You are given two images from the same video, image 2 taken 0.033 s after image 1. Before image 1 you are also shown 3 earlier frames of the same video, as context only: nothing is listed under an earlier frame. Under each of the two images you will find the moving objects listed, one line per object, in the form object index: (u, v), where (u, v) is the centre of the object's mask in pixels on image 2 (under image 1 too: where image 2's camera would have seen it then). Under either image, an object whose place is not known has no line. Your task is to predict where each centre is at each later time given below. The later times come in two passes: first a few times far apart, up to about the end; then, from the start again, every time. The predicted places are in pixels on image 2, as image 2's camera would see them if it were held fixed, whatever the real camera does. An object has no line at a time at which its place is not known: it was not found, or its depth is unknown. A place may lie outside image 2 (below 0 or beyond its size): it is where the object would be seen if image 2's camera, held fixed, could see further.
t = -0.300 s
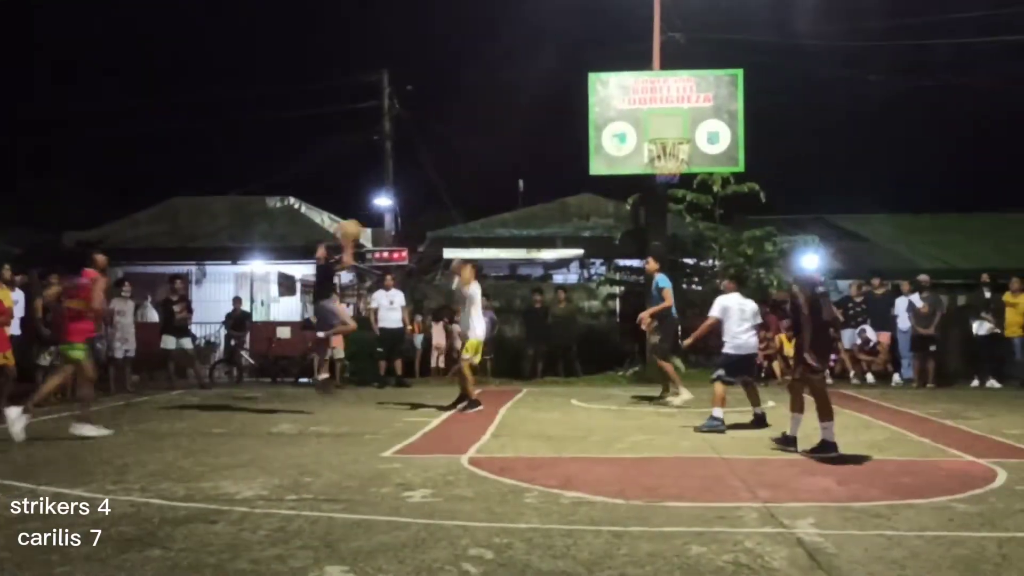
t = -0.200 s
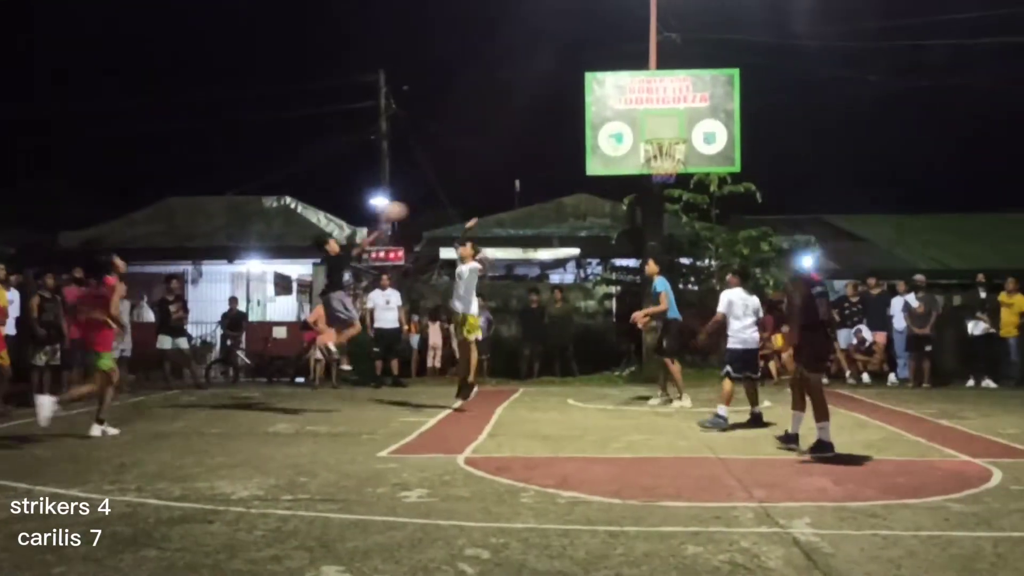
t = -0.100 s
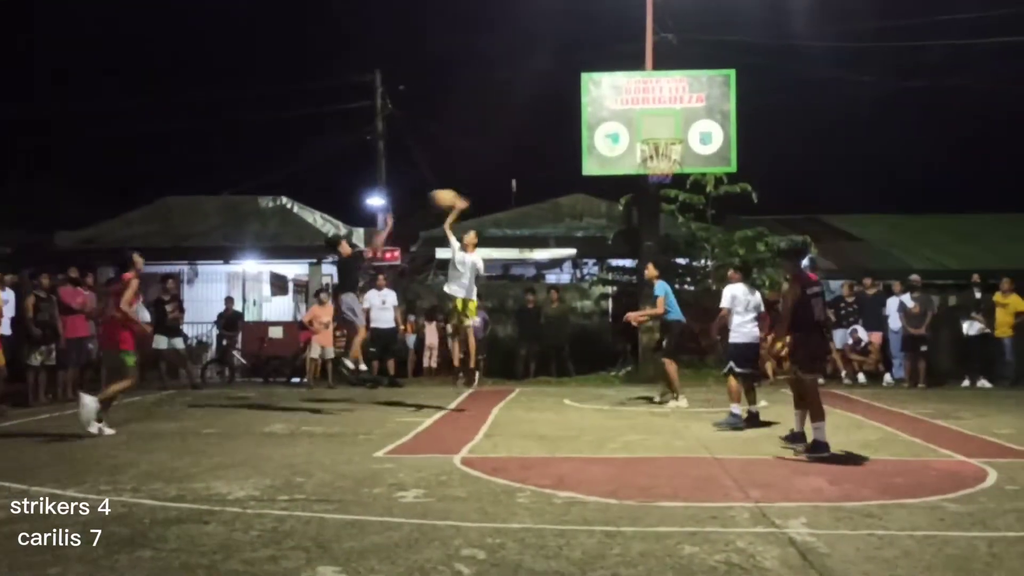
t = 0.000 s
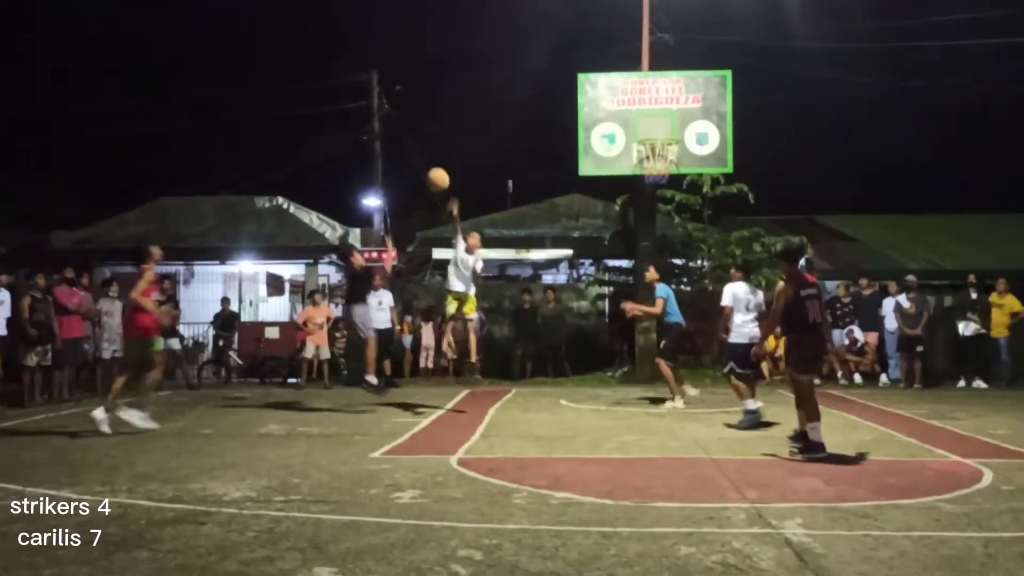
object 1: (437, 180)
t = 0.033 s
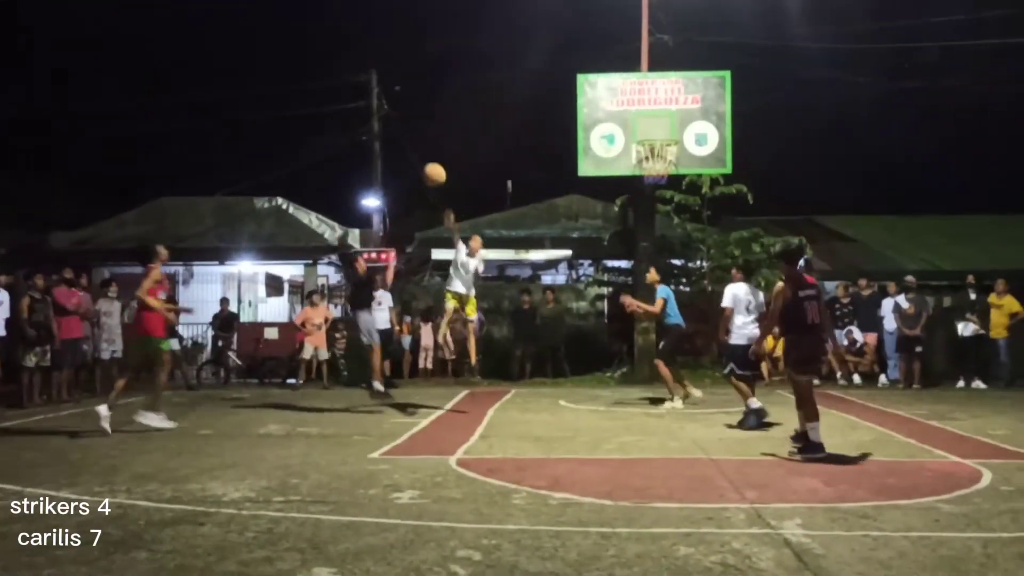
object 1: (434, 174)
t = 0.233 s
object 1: (415, 160)
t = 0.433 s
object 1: (396, 185)
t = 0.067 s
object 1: (432, 169)
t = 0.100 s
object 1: (429, 166)
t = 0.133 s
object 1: (425, 163)
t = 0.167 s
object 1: (422, 161)
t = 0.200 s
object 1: (418, 160)
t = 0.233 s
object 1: (415, 160)
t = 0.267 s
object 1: (412, 161)
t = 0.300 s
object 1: (410, 163)
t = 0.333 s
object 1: (406, 167)
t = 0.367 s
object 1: (402, 172)
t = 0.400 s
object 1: (398, 178)
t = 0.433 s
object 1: (396, 185)
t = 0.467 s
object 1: (393, 193)
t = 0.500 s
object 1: (388, 204)
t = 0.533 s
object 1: (386, 215)
